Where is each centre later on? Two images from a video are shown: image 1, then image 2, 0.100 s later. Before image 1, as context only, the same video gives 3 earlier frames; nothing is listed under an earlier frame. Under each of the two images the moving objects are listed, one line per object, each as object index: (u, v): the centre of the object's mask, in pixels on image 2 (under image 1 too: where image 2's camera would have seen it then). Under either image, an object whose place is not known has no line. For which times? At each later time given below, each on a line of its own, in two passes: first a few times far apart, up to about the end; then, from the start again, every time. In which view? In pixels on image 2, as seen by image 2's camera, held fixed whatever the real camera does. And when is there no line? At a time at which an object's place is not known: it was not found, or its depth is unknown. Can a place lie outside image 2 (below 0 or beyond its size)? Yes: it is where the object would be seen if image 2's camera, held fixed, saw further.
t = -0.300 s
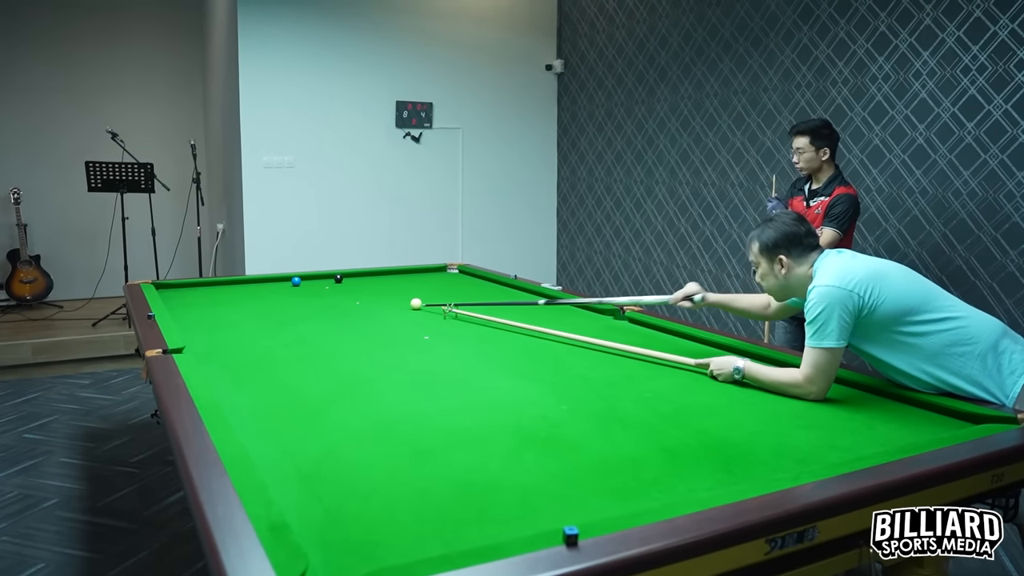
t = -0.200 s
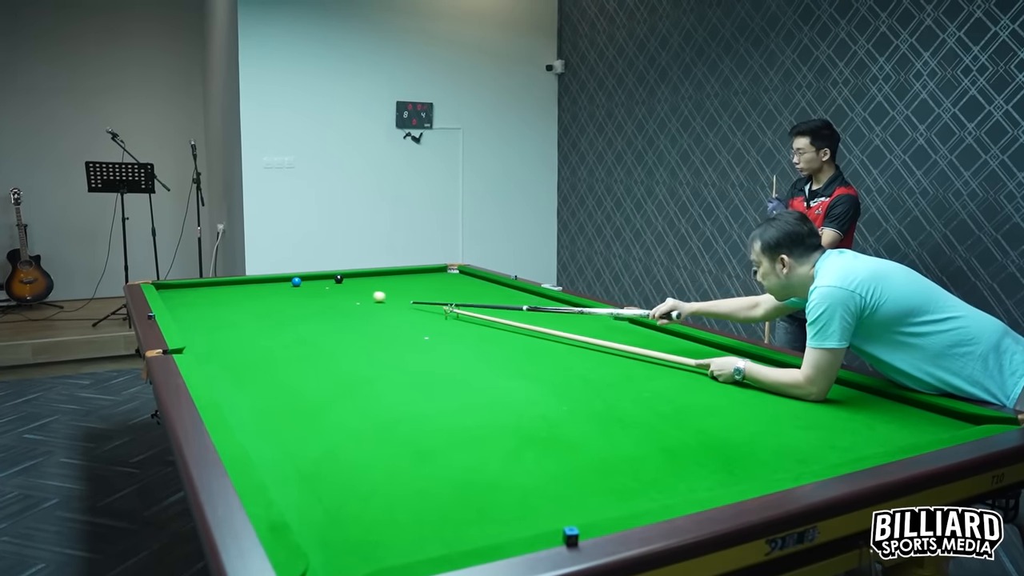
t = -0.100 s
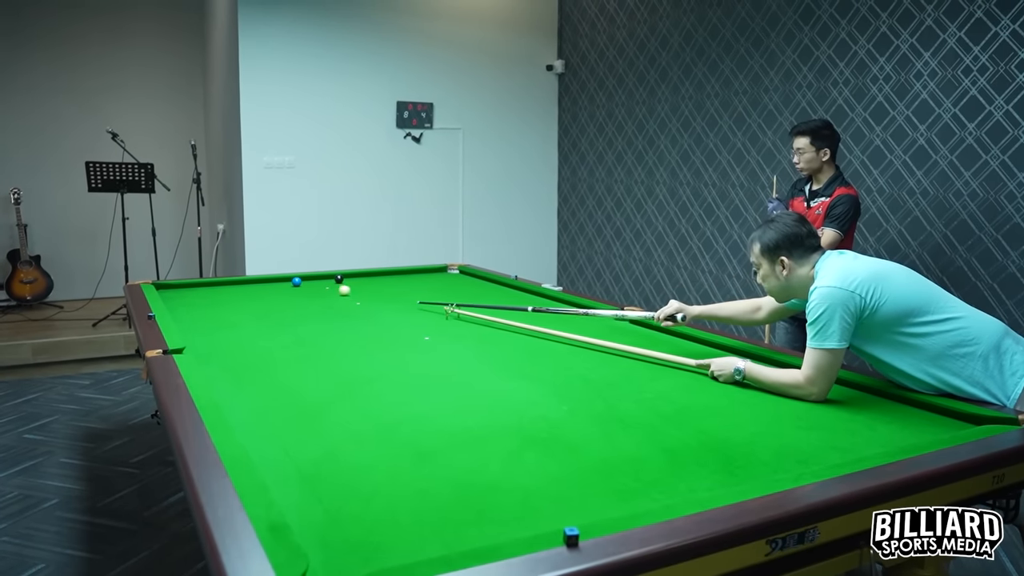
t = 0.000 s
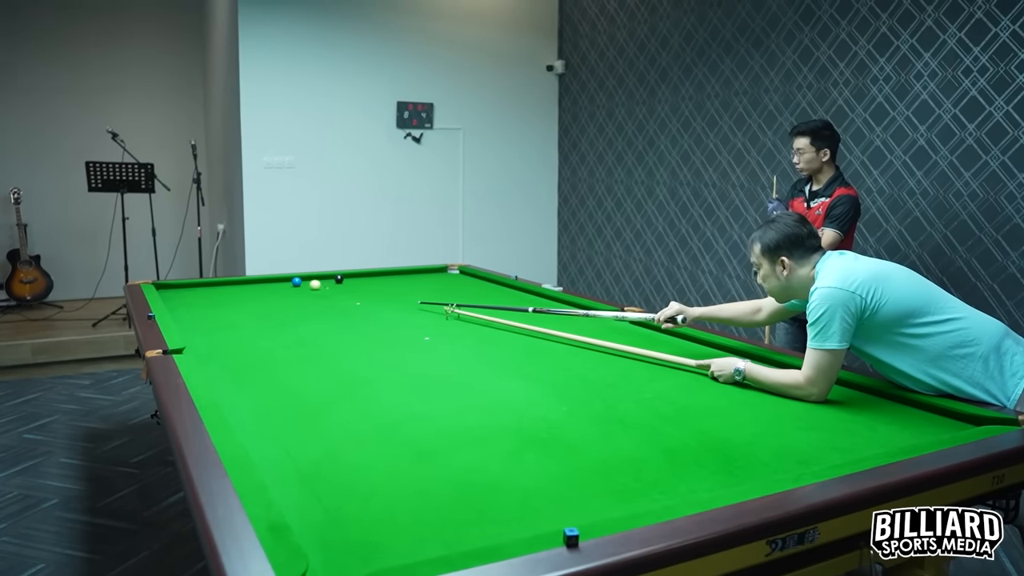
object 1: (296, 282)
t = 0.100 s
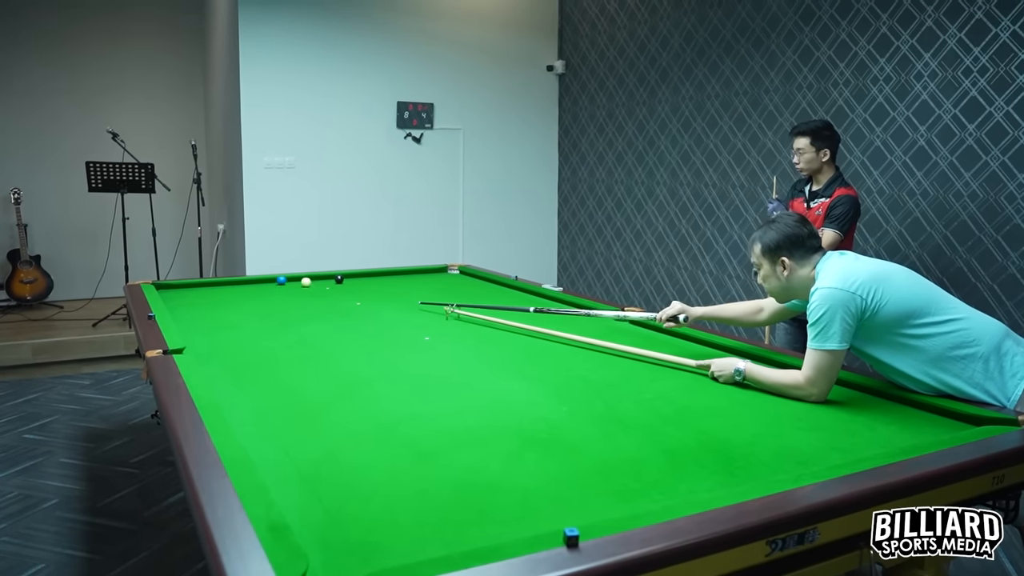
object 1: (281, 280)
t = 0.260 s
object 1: (266, 284)
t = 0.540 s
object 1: (256, 295)
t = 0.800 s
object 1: (245, 306)
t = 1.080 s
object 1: (232, 321)
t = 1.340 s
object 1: (216, 336)
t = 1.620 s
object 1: (197, 355)
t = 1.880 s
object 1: (251, 356)
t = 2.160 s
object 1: (310, 354)
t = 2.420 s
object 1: (363, 353)
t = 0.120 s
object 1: (275, 280)
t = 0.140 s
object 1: (271, 279)
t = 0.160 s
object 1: (270, 280)
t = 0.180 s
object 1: (269, 280)
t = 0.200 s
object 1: (268, 281)
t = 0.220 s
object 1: (267, 282)
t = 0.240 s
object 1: (266, 283)
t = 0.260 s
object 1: (266, 284)
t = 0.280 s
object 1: (265, 285)
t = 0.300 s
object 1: (264, 285)
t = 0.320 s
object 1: (264, 286)
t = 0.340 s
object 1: (263, 287)
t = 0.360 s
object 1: (262, 288)
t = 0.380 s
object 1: (261, 289)
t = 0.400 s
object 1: (261, 289)
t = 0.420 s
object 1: (260, 290)
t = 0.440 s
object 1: (259, 291)
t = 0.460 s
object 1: (259, 292)
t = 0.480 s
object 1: (258, 293)
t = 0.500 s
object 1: (257, 293)
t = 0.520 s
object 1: (257, 294)
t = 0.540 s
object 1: (256, 295)
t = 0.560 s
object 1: (255, 296)
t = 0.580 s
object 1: (254, 297)
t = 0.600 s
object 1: (254, 297)
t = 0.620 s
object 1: (253, 298)
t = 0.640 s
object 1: (252, 299)
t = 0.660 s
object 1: (251, 300)
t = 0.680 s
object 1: (250, 301)
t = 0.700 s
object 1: (250, 302)
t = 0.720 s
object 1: (249, 303)
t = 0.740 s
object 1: (248, 303)
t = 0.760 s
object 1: (247, 305)
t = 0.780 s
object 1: (246, 305)
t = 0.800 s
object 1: (245, 306)
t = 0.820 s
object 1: (244, 307)
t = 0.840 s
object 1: (244, 308)
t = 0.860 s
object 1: (243, 309)
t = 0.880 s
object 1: (242, 310)
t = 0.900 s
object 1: (241, 311)
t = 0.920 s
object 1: (240, 312)
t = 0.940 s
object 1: (239, 313)
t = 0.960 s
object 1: (238, 314)
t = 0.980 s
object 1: (237, 315)
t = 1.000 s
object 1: (236, 316)
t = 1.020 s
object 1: (235, 317)
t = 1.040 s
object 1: (234, 318)
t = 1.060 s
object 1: (233, 320)
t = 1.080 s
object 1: (232, 321)
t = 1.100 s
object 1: (230, 322)
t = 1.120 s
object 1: (229, 323)
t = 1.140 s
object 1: (228, 324)
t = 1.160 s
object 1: (227, 325)
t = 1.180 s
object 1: (226, 326)
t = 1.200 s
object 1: (225, 328)
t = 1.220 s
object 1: (223, 329)
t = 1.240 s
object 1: (222, 330)
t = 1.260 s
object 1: (221, 331)
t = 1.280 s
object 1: (220, 333)
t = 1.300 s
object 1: (219, 334)
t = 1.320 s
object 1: (217, 335)
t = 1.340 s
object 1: (216, 336)
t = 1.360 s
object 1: (215, 338)
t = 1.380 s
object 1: (214, 339)
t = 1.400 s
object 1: (212, 341)
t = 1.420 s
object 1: (211, 342)
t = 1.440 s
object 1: (209, 343)
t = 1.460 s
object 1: (208, 345)
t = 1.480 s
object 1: (207, 346)
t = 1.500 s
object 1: (205, 347)
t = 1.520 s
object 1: (203, 349)
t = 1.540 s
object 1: (202, 350)
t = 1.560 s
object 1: (200, 352)
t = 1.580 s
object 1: (199, 353)
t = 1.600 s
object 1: (198, 354)
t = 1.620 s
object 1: (197, 355)
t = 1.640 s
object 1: (197, 356)
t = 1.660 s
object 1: (200, 357)
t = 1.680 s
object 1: (205, 357)
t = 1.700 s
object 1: (210, 357)
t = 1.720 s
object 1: (215, 357)
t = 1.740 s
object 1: (219, 357)
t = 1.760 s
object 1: (224, 357)
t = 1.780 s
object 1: (228, 356)
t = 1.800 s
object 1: (233, 356)
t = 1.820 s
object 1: (238, 356)
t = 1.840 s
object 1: (242, 356)
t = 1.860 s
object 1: (246, 356)
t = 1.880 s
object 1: (251, 356)
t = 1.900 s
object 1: (255, 356)
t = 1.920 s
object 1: (259, 356)
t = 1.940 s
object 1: (264, 356)
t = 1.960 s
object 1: (268, 356)
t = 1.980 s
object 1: (272, 355)
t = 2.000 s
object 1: (277, 355)
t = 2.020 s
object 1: (281, 355)
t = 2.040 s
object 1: (285, 355)
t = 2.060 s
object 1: (289, 355)
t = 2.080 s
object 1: (294, 355)
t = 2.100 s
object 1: (298, 355)
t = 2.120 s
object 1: (302, 355)
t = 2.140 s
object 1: (306, 355)
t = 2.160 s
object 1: (310, 354)
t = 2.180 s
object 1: (314, 355)
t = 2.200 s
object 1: (318, 354)
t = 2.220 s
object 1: (323, 354)
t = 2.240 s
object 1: (327, 354)
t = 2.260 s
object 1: (331, 354)
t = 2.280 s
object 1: (335, 354)
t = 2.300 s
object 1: (339, 354)
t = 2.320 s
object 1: (343, 353)
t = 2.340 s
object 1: (347, 354)
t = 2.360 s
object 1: (351, 353)
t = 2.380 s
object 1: (355, 353)
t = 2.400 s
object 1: (359, 353)
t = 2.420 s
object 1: (363, 353)
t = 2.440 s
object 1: (366, 353)
